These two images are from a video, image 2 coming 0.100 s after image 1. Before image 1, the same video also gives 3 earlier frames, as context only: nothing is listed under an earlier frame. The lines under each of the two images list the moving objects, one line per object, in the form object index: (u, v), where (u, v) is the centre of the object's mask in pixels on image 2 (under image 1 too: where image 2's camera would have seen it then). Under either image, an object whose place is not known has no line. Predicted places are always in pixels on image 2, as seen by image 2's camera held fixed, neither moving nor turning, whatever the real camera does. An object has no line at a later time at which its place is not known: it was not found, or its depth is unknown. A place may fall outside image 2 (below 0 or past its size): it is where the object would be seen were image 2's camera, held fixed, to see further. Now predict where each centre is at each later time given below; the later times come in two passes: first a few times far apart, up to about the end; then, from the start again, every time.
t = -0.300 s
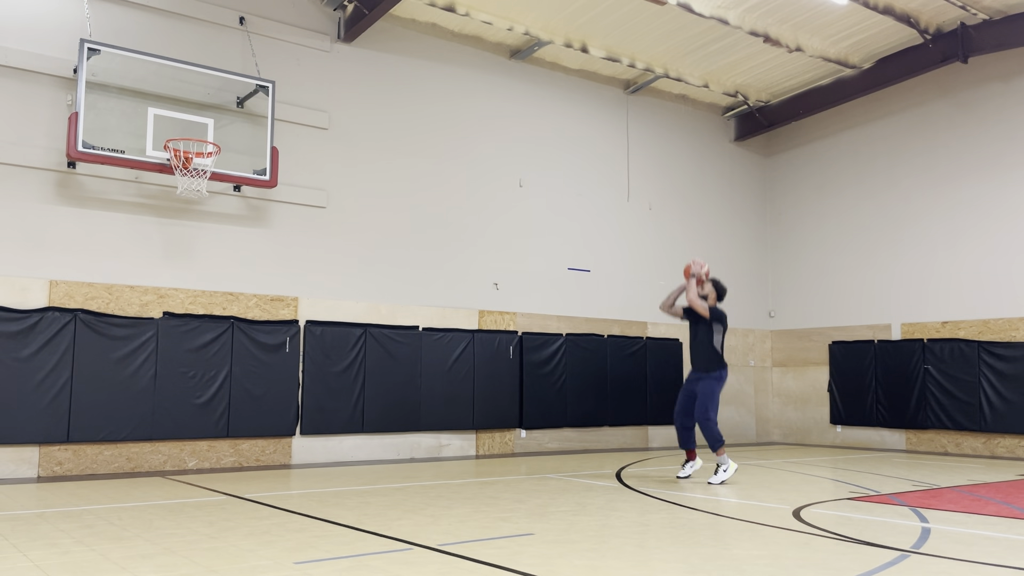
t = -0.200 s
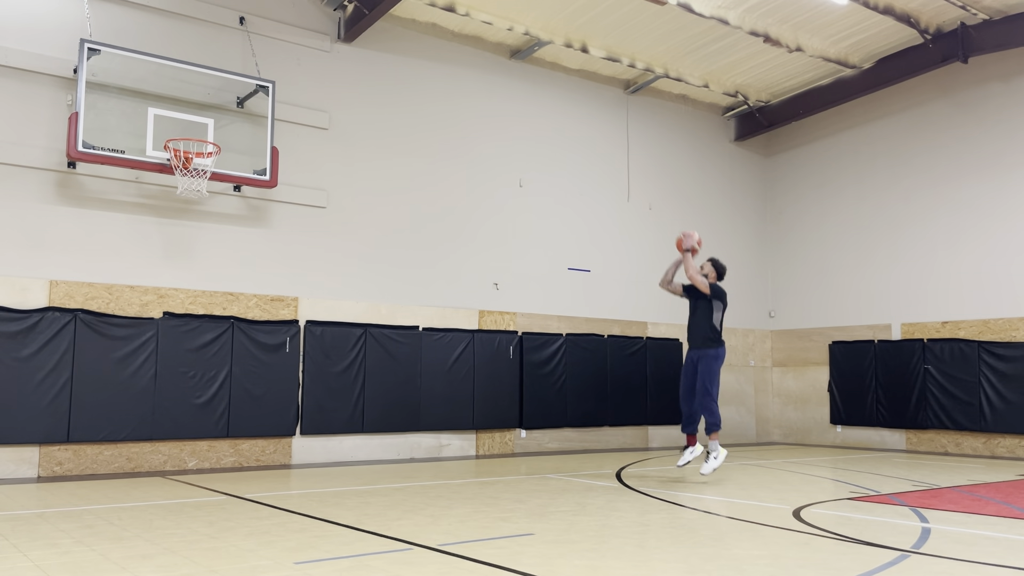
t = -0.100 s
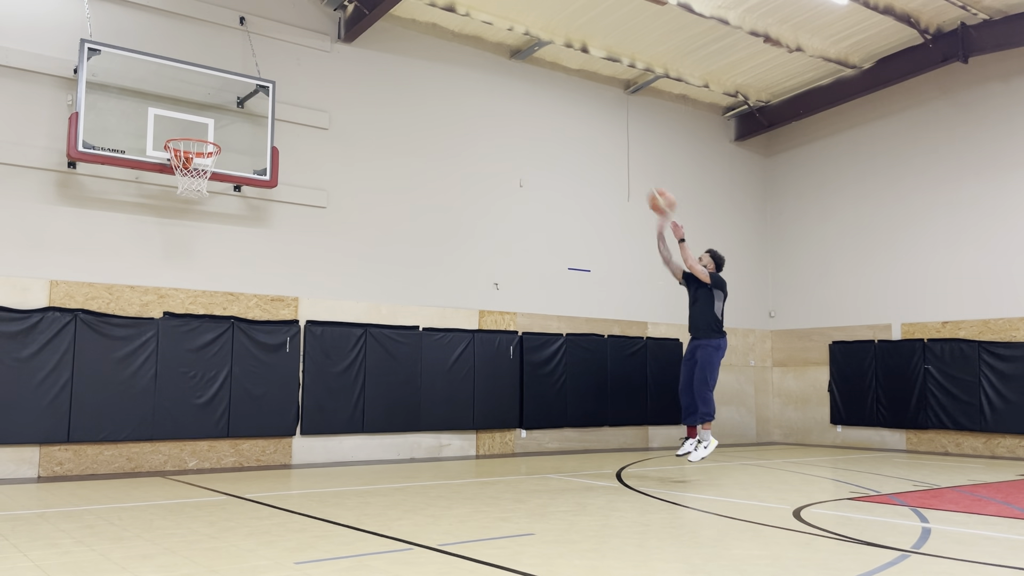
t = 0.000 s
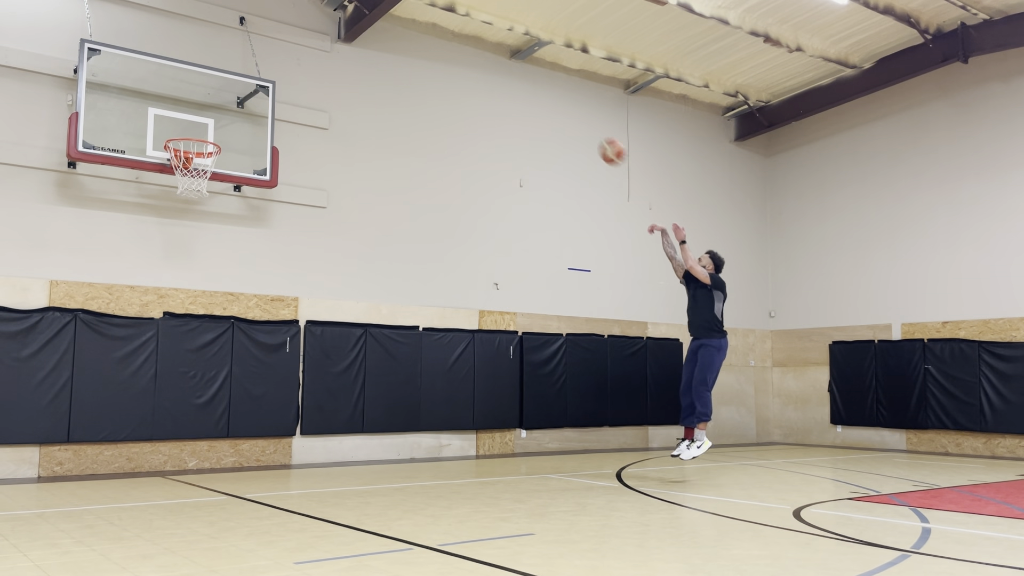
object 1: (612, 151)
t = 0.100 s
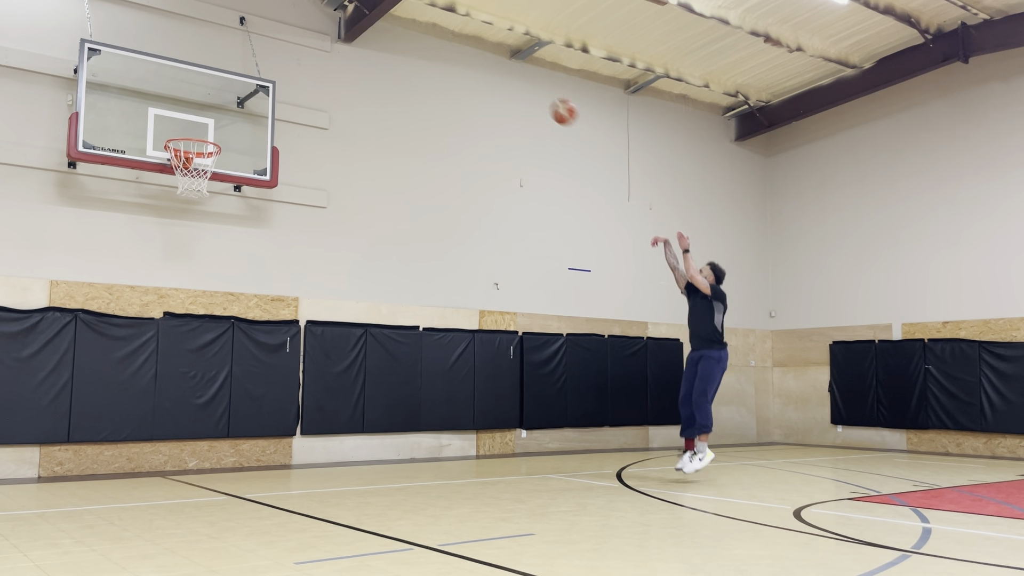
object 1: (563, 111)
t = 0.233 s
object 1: (500, 74)
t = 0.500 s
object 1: (373, 51)
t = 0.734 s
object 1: (260, 89)
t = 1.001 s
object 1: (203, 190)
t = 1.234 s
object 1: (248, 290)
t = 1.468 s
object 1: (288, 452)
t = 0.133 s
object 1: (548, 101)
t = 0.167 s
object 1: (531, 91)
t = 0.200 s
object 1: (516, 81)
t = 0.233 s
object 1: (500, 74)
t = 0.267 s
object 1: (484, 67)
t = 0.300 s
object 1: (468, 62)
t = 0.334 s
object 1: (452, 58)
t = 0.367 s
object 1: (436, 54)
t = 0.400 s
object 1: (422, 52)
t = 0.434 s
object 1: (405, 51)
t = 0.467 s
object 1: (389, 50)
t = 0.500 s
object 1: (373, 51)
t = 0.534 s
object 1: (357, 53)
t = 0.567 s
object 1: (340, 56)
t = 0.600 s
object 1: (325, 61)
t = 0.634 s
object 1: (309, 66)
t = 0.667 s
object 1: (293, 72)
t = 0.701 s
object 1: (278, 79)
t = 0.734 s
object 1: (260, 89)
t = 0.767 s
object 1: (244, 98)
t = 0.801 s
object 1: (229, 109)
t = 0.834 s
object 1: (212, 121)
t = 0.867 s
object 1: (195, 131)
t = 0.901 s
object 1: (182, 153)
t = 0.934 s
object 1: (185, 159)
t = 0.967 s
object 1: (197, 174)
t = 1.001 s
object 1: (203, 190)
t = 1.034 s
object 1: (210, 198)
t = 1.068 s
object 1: (217, 211)
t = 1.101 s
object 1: (223, 224)
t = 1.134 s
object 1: (229, 239)
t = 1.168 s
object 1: (236, 255)
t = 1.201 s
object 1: (241, 272)
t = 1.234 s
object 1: (248, 290)
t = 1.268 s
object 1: (254, 311)
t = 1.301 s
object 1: (260, 332)
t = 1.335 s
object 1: (266, 353)
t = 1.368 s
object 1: (272, 377)
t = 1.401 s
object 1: (278, 401)
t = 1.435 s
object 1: (282, 424)
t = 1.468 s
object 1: (288, 452)
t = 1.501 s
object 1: (295, 464)
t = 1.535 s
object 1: (306, 440)
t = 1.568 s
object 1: (313, 422)
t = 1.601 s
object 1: (321, 406)
